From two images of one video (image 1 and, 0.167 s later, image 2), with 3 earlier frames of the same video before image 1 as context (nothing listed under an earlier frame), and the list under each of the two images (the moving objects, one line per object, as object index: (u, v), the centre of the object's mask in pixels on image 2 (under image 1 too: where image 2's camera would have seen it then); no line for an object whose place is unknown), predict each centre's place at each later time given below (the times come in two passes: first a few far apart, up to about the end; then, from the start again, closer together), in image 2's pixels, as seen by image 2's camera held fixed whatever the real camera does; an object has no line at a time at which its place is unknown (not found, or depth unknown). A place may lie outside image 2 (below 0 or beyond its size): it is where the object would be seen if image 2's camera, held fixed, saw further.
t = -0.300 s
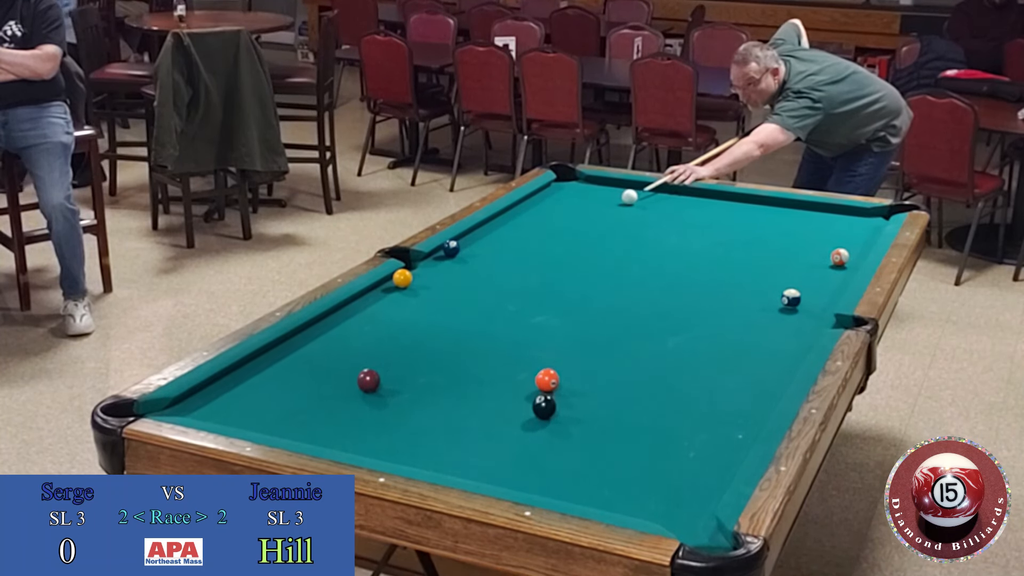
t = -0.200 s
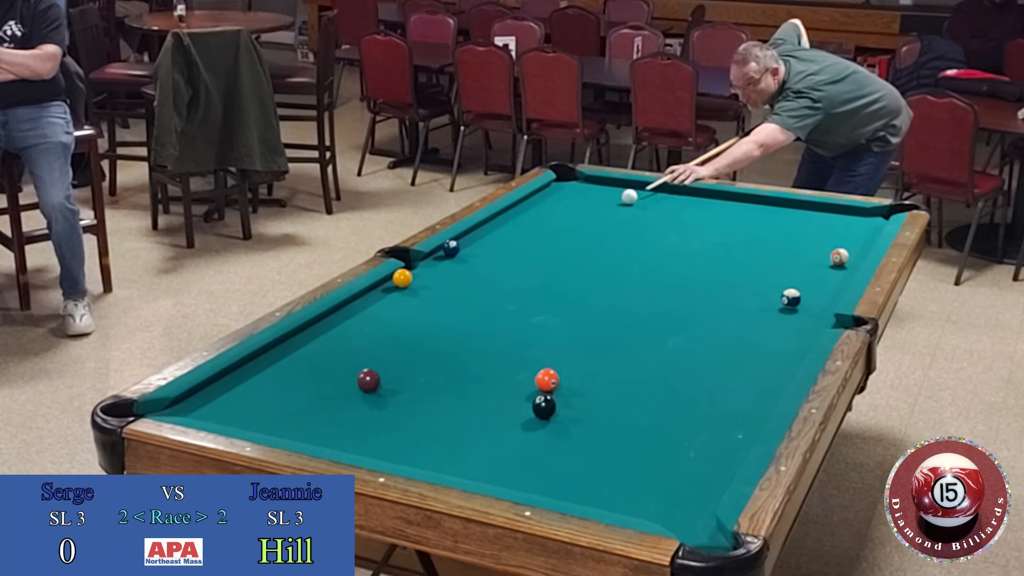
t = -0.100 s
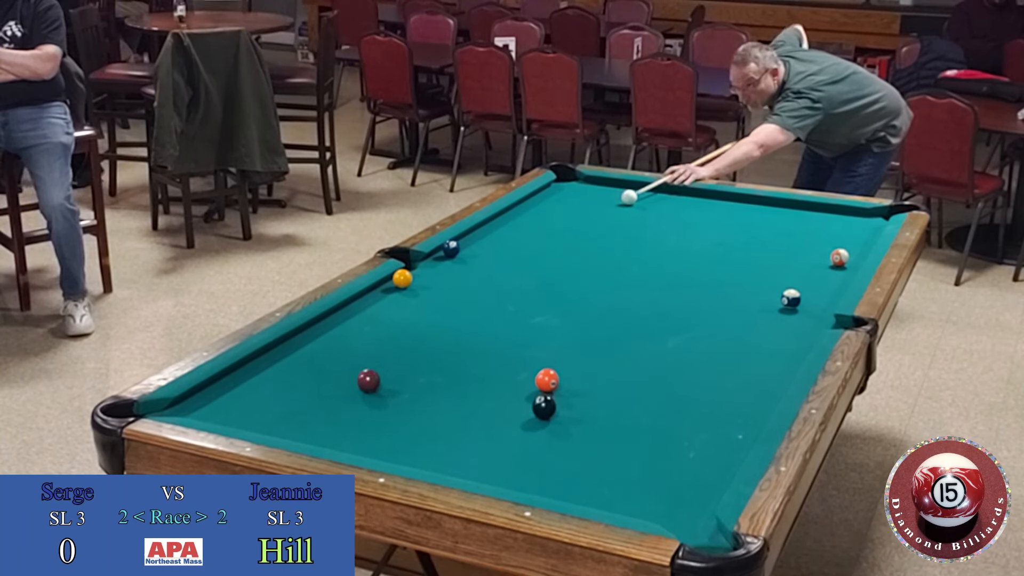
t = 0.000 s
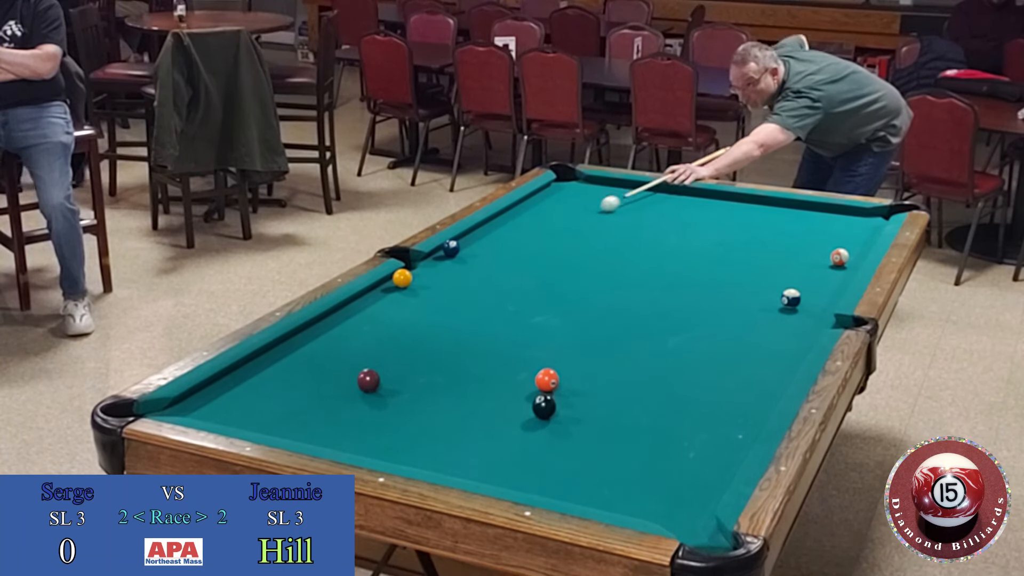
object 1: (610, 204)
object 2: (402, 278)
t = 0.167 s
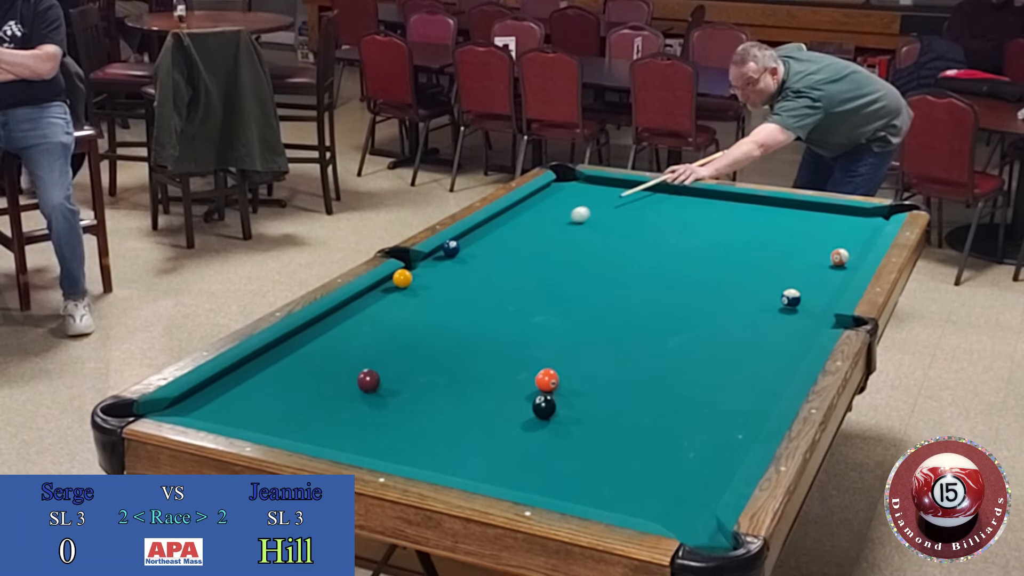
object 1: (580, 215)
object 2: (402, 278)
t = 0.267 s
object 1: (562, 221)
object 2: (402, 278)
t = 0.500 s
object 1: (517, 237)
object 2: (402, 278)
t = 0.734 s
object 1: (470, 254)
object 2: (402, 278)
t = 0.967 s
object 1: (420, 272)
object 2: (402, 278)
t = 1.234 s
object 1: (403, 277)
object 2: (370, 293)
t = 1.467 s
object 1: (392, 280)
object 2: (353, 308)
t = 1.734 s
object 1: (389, 284)
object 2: (332, 324)
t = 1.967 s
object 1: (387, 287)
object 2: (314, 339)
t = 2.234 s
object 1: (385, 290)
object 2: (294, 356)
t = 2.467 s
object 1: (383, 293)
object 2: (276, 371)
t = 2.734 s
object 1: (382, 295)
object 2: (255, 389)
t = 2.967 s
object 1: (381, 296)
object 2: (238, 405)
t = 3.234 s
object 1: (380, 297)
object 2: (220, 418)
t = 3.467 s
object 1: (379, 297)
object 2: (236, 414)
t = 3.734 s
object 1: (379, 297)
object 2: (254, 407)
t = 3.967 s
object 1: (379, 297)
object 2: (268, 401)
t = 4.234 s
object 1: (379, 297)
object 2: (283, 396)
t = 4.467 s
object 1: (379, 297)
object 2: (294, 392)
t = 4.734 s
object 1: (379, 297)
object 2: (304, 388)
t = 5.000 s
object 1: (379, 297)
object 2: (312, 385)
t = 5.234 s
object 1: (379, 297)
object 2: (318, 384)
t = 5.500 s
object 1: (379, 297)
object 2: (323, 383)
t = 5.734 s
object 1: (379, 297)
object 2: (325, 382)
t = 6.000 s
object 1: (379, 297)
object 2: (327, 382)
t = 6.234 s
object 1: (379, 297)
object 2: (326, 382)
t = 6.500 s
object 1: (379, 297)
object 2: (327, 382)
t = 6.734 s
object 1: (379, 297)
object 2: (327, 382)
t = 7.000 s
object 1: (379, 297)
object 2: (326, 383)
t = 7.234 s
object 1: (379, 297)
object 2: (326, 383)
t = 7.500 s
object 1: (379, 297)
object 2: (327, 383)
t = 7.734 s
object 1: (379, 297)
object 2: (326, 383)
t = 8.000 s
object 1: (379, 297)
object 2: (327, 383)
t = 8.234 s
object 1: (379, 297)
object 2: (326, 383)
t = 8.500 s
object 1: (379, 297)
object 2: (326, 383)
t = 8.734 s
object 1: (379, 297)
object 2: (327, 383)
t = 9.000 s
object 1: (379, 297)
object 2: (326, 383)
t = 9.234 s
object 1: (379, 297)
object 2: (326, 383)
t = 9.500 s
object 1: (379, 297)
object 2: (327, 383)
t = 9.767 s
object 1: (379, 297)
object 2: (327, 383)
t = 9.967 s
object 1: (379, 297)
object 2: (327, 383)
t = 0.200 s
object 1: (574, 217)
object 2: (402, 278)
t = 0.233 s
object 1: (568, 219)
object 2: (402, 278)
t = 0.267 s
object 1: (562, 221)
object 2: (402, 278)
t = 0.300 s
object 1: (556, 223)
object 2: (402, 278)
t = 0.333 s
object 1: (549, 226)
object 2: (402, 278)
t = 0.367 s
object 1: (543, 228)
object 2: (402, 278)
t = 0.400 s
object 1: (537, 230)
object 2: (402, 278)
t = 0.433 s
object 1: (530, 232)
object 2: (402, 278)
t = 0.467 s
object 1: (524, 235)
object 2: (402, 278)
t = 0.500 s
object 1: (517, 237)
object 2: (402, 278)
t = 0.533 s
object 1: (511, 239)
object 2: (402, 278)
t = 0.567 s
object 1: (504, 242)
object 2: (402, 278)
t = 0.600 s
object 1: (497, 244)
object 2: (402, 278)
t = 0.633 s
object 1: (490, 246)
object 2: (402, 278)
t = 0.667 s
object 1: (484, 249)
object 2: (402, 278)
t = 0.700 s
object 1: (477, 251)
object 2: (402, 278)
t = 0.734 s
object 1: (470, 254)
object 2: (402, 278)
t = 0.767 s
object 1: (463, 256)
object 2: (402, 278)
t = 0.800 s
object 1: (456, 259)
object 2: (402, 278)
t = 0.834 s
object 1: (448, 262)
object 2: (402, 278)
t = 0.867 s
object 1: (441, 264)
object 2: (402, 278)
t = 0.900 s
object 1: (434, 267)
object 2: (402, 278)
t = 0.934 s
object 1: (426, 269)
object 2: (402, 278)
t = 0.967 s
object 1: (420, 272)
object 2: (402, 278)
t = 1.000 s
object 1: (415, 273)
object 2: (399, 279)
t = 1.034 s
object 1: (413, 274)
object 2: (393, 281)
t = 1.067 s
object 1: (412, 274)
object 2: (388, 284)
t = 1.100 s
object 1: (410, 275)
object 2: (383, 286)
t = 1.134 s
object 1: (408, 275)
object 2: (378, 288)
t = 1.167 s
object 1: (406, 276)
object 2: (375, 290)
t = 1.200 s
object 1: (404, 276)
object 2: (373, 291)
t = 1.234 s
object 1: (403, 277)
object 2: (370, 293)
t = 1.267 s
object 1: (401, 277)
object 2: (368, 295)
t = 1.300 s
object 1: (399, 278)
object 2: (365, 297)
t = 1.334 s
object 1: (397, 278)
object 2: (363, 299)
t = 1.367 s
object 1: (395, 279)
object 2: (360, 302)
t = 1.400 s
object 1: (394, 279)
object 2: (358, 304)
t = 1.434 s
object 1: (392, 280)
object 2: (355, 306)
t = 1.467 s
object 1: (392, 280)
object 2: (353, 308)
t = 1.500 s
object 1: (391, 281)
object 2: (351, 310)
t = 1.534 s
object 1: (391, 281)
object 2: (348, 312)
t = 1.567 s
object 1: (390, 282)
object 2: (345, 313)
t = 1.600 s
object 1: (390, 282)
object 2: (343, 316)
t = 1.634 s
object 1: (390, 283)
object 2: (340, 318)
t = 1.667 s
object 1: (389, 283)
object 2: (338, 319)
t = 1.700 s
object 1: (389, 284)
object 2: (335, 322)
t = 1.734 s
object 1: (389, 284)
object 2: (332, 324)
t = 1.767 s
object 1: (389, 285)
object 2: (330, 326)
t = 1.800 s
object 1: (388, 285)
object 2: (327, 328)
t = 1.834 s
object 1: (388, 286)
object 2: (325, 330)
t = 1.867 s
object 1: (388, 286)
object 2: (322, 332)
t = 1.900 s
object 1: (387, 287)
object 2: (319, 334)
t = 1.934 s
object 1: (387, 287)
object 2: (317, 336)
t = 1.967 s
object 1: (387, 287)
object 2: (314, 339)
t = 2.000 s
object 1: (387, 288)
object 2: (312, 341)
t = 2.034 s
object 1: (387, 288)
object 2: (309, 343)
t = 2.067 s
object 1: (386, 289)
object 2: (307, 345)
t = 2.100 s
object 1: (386, 289)
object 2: (304, 347)
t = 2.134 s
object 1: (386, 289)
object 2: (302, 349)
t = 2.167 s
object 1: (385, 290)
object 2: (299, 351)
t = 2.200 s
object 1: (385, 290)
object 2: (296, 353)
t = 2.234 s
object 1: (385, 290)
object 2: (294, 356)
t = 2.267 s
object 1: (385, 291)
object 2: (291, 358)
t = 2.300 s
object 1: (384, 291)
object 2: (289, 360)
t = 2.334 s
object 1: (384, 292)
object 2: (286, 362)
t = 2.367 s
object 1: (384, 292)
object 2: (283, 364)
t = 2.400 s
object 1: (384, 292)
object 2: (281, 367)
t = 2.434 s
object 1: (384, 292)
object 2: (278, 369)
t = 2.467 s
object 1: (383, 293)
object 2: (276, 371)
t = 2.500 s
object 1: (383, 293)
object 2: (273, 373)
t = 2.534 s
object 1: (383, 293)
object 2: (270, 375)
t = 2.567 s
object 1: (383, 294)
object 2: (268, 378)
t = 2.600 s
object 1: (383, 294)
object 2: (266, 380)
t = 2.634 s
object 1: (383, 294)
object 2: (263, 382)
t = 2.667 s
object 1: (382, 295)
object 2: (261, 384)
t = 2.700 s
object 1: (383, 295)
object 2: (258, 387)
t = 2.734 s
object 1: (382, 295)
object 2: (255, 389)
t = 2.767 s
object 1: (382, 295)
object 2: (253, 391)
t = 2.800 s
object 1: (382, 295)
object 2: (250, 393)
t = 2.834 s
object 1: (382, 296)
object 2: (248, 395)
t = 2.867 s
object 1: (382, 296)
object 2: (245, 398)
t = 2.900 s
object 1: (382, 296)
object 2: (243, 400)
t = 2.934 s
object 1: (382, 296)
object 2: (240, 402)
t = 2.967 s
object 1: (381, 296)
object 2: (238, 405)
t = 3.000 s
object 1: (381, 296)
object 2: (235, 407)
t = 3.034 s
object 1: (381, 297)
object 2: (233, 409)
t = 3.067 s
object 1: (381, 297)
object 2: (230, 411)
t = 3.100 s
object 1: (381, 297)
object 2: (228, 413)
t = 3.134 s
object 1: (380, 297)
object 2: (225, 415)
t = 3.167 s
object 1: (380, 297)
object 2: (223, 416)
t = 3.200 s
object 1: (380, 297)
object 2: (221, 418)
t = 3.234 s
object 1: (380, 297)
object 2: (220, 418)
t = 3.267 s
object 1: (380, 297)
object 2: (222, 418)
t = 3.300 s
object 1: (380, 297)
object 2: (224, 417)
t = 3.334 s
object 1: (380, 297)
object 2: (227, 417)
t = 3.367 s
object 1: (379, 297)
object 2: (229, 416)
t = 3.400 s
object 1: (379, 297)
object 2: (232, 416)
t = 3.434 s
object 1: (379, 297)
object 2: (234, 415)
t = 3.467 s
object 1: (379, 297)
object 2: (236, 414)
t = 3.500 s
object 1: (379, 297)
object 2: (238, 413)
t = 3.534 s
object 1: (379, 297)
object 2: (241, 412)
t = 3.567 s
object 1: (379, 297)
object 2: (243, 411)
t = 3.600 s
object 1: (379, 297)
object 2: (245, 410)
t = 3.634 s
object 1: (379, 297)
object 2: (248, 409)
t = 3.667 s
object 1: (379, 297)
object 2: (250, 408)
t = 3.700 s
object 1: (379, 297)
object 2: (252, 408)
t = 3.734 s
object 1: (379, 297)
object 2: (254, 407)
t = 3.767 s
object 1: (379, 297)
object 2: (256, 406)
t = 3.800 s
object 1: (379, 297)
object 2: (258, 405)
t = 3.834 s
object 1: (379, 297)
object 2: (260, 404)
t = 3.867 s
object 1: (379, 297)
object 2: (262, 403)
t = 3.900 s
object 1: (379, 297)
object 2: (264, 402)
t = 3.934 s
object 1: (379, 297)
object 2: (266, 402)
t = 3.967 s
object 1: (379, 297)
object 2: (268, 401)
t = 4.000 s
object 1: (379, 297)
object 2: (270, 400)
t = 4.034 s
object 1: (379, 297)
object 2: (272, 399)
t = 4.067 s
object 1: (379, 297)
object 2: (274, 399)
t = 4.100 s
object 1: (379, 297)
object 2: (276, 398)
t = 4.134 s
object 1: (379, 297)
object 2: (278, 397)
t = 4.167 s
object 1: (379, 297)
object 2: (280, 397)
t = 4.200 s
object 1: (379, 297)
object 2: (281, 396)
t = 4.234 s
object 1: (379, 297)
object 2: (283, 396)
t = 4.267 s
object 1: (379, 297)
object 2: (285, 395)
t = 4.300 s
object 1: (379, 297)
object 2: (286, 394)
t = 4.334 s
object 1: (379, 297)
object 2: (288, 394)
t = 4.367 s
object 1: (379, 297)
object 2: (289, 393)
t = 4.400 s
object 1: (379, 297)
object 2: (291, 393)
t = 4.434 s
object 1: (379, 297)
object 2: (293, 392)
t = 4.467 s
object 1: (379, 297)
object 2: (294, 392)
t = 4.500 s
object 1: (379, 297)
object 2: (295, 391)
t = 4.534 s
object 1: (379, 297)
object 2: (297, 391)
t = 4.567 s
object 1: (379, 297)
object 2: (298, 390)
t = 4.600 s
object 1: (379, 297)
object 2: (299, 390)
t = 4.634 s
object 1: (379, 297)
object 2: (300, 389)
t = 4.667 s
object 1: (379, 297)
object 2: (302, 389)
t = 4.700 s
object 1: (379, 297)
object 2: (303, 388)
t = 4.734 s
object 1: (379, 297)
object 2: (304, 388)
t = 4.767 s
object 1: (379, 297)
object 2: (305, 388)
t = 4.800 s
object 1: (379, 297)
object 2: (306, 387)
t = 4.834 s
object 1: (379, 297)
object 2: (307, 387)
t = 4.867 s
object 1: (379, 297)
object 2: (308, 387)
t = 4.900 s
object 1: (379, 297)
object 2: (309, 386)
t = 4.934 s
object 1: (379, 297)
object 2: (310, 386)
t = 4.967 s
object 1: (379, 297)
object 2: (311, 385)
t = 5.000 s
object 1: (379, 297)
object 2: (312, 385)
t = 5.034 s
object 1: (379, 297)
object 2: (313, 385)
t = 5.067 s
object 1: (379, 297)
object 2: (314, 385)
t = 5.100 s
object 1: (379, 297)
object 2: (315, 384)
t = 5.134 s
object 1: (379, 297)
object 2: (316, 384)
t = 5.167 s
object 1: (379, 297)
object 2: (317, 384)
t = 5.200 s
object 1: (379, 297)
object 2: (317, 384)
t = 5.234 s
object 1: (379, 297)
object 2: (318, 384)
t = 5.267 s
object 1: (379, 297)
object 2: (319, 383)
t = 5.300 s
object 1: (379, 297)
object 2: (320, 383)
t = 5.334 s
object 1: (379, 297)
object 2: (320, 383)
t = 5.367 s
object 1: (379, 297)
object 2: (321, 383)
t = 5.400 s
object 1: (379, 297)
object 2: (322, 383)
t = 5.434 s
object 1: (379, 297)
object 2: (322, 383)
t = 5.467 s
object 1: (379, 297)
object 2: (323, 383)
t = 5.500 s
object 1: (379, 297)
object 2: (323, 383)
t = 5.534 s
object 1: (379, 297)
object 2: (324, 382)
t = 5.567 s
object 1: (379, 297)
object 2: (324, 382)
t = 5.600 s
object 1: (379, 297)
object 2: (324, 382)
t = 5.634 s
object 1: (379, 297)
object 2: (325, 382)
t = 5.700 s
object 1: (379, 297)
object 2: (325, 382)
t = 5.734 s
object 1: (379, 297)
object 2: (325, 382)
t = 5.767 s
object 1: (379, 297)
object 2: (326, 382)
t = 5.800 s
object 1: (379, 297)
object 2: (326, 382)
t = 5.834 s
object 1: (379, 297)
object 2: (326, 382)
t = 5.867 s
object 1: (379, 297)
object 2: (326, 382)
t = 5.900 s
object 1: (379, 297)
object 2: (326, 382)
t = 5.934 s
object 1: (379, 297)
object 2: (327, 382)
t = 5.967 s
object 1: (379, 297)
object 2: (327, 382)
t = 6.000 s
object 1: (379, 297)
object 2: (327, 382)
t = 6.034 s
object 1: (379, 297)
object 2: (327, 382)
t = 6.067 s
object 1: (379, 297)
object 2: (327, 382)
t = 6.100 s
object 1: (379, 297)
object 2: (326, 382)
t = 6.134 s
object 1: (379, 297)
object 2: (326, 382)
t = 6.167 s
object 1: (379, 297)
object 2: (327, 382)
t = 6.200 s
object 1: (379, 297)
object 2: (326, 382)
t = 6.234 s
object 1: (379, 297)
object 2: (326, 382)
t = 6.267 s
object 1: (379, 297)
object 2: (326, 382)
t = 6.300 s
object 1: (379, 297)
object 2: (326, 382)
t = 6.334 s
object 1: (379, 297)
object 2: (326, 382)
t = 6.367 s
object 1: (379, 297)
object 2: (326, 382)
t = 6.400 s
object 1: (379, 297)
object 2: (326, 382)
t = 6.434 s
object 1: (379, 297)
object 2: (326, 382)
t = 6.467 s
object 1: (379, 297)
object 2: (326, 382)
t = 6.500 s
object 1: (379, 297)
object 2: (327, 382)
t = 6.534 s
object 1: (379, 297)
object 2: (326, 382)
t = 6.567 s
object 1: (379, 297)
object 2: (326, 382)
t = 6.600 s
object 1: (379, 297)
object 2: (326, 382)
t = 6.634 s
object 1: (379, 297)
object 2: (326, 382)
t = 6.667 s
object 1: (379, 297)
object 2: (326, 382)
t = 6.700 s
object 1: (379, 297)
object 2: (326, 383)
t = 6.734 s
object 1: (379, 297)
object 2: (327, 382)
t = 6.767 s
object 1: (379, 297)
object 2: (326, 383)
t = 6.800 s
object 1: (379, 297)
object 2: (326, 383)
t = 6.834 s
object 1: (379, 297)
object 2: (326, 383)
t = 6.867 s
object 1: (379, 297)
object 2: (326, 383)
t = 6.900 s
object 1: (379, 297)
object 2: (326, 382)
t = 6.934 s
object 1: (379, 297)
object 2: (326, 383)
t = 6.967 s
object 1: (379, 297)
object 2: (326, 383)
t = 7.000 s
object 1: (379, 297)
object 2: (326, 383)
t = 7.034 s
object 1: (379, 297)
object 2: (326, 383)
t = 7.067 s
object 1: (379, 297)
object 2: (326, 383)
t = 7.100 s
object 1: (379, 297)
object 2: (326, 383)
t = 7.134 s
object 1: (379, 297)
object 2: (327, 383)
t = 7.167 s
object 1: (379, 297)
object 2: (326, 383)
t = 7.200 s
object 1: (379, 297)
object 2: (326, 383)
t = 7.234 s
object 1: (379, 297)
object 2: (326, 383)
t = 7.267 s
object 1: (379, 297)
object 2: (326, 383)
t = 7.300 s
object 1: (379, 297)
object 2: (326, 383)
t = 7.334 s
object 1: (379, 297)
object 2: (326, 383)
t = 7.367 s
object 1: (379, 297)
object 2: (326, 383)
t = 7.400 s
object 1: (379, 297)
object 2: (327, 383)
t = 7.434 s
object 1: (379, 297)
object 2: (327, 382)
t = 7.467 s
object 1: (379, 297)
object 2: (327, 383)
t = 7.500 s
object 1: (379, 297)
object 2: (327, 383)
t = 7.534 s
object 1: (379, 297)
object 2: (326, 383)
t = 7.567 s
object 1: (379, 297)
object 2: (326, 382)
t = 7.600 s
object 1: (379, 297)
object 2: (326, 383)
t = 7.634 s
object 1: (379, 297)
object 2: (326, 383)
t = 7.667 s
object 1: (379, 297)
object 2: (327, 383)
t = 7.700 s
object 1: (379, 297)
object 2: (327, 383)
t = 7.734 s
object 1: (379, 297)
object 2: (326, 383)
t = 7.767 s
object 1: (379, 297)
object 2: (326, 383)
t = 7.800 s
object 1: (379, 297)
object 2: (326, 383)
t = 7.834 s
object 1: (379, 297)
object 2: (327, 383)
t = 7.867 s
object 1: (379, 297)
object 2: (327, 383)
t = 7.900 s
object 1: (379, 297)
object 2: (327, 383)
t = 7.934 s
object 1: (379, 297)
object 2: (327, 382)
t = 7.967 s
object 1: (379, 297)
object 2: (326, 383)
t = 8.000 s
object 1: (379, 297)
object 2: (327, 383)
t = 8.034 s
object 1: (379, 297)
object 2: (327, 383)
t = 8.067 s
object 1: (379, 297)
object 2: (327, 383)
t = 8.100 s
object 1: (379, 297)
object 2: (327, 383)
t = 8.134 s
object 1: (379, 297)
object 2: (326, 383)
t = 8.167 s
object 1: (379, 297)
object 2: (326, 383)
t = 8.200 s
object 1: (379, 297)
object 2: (326, 383)
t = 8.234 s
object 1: (379, 297)
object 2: (326, 383)
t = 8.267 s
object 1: (379, 297)
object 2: (326, 383)
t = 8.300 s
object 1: (379, 297)
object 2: (326, 383)
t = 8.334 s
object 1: (379, 297)
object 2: (326, 382)
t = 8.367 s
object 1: (379, 297)
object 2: (327, 382)
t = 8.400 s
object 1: (379, 297)
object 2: (327, 382)
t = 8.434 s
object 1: (379, 297)
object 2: (327, 382)
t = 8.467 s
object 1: (379, 297)
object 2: (327, 383)
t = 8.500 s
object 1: (379, 297)
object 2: (326, 383)
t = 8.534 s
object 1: (379, 297)
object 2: (327, 383)
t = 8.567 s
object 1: (379, 297)
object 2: (326, 382)
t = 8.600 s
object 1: (379, 297)
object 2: (327, 383)
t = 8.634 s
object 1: (379, 297)
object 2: (327, 383)
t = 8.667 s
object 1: (379, 297)
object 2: (327, 383)
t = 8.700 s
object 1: (379, 297)
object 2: (327, 383)
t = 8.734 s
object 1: (379, 297)
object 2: (327, 383)
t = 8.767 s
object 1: (379, 297)
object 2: (327, 383)
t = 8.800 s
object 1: (379, 297)
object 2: (327, 383)
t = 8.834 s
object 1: (379, 297)
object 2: (327, 383)
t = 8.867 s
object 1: (379, 297)
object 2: (327, 383)
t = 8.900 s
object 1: (379, 297)
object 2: (327, 383)
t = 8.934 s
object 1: (379, 297)
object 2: (327, 383)
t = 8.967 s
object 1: (379, 297)
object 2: (327, 383)
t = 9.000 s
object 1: (379, 297)
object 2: (326, 383)
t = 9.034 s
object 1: (379, 297)
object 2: (326, 383)
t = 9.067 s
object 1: (379, 297)
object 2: (326, 383)
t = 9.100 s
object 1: (379, 297)
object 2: (326, 383)
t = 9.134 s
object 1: (379, 297)
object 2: (326, 383)
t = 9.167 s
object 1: (379, 297)
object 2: (326, 383)
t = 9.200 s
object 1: (379, 297)
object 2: (326, 383)
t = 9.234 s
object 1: (379, 297)
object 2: (326, 383)
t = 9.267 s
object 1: (379, 297)
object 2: (327, 382)
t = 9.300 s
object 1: (379, 297)
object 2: (327, 382)
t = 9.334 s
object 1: (379, 297)
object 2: (327, 382)
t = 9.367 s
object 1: (379, 297)
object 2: (327, 382)
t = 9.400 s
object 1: (379, 297)
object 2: (327, 382)
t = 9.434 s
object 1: (379, 297)
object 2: (327, 383)
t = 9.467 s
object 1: (379, 297)
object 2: (326, 383)
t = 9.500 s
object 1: (379, 297)
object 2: (327, 383)
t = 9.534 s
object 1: (379, 297)
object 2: (327, 383)
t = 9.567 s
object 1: (379, 297)
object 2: (327, 383)
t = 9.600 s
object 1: (379, 297)
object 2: (327, 382)
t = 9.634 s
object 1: (379, 297)
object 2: (327, 382)
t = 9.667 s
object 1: (379, 297)
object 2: (327, 382)
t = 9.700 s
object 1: (379, 297)
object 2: (327, 382)
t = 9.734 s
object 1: (379, 297)
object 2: (327, 383)
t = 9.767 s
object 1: (379, 297)
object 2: (327, 383)
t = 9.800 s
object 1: (379, 297)
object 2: (327, 383)
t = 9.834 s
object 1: (379, 297)
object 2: (327, 383)
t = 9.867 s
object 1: (379, 297)
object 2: (327, 383)
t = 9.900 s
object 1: (379, 297)
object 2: (327, 383)
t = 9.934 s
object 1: (379, 297)
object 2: (327, 382)
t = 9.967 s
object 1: (379, 297)
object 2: (327, 383)
